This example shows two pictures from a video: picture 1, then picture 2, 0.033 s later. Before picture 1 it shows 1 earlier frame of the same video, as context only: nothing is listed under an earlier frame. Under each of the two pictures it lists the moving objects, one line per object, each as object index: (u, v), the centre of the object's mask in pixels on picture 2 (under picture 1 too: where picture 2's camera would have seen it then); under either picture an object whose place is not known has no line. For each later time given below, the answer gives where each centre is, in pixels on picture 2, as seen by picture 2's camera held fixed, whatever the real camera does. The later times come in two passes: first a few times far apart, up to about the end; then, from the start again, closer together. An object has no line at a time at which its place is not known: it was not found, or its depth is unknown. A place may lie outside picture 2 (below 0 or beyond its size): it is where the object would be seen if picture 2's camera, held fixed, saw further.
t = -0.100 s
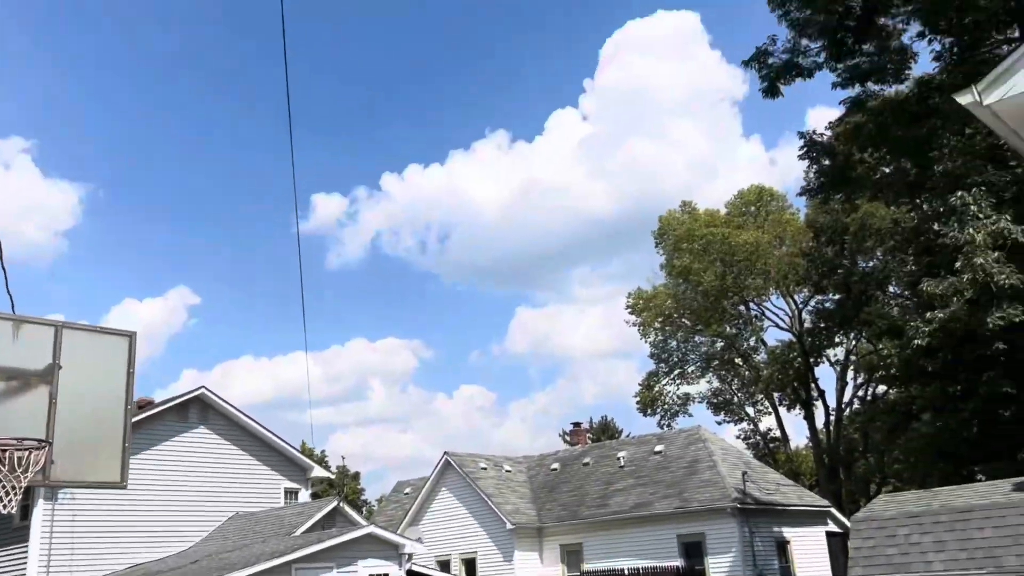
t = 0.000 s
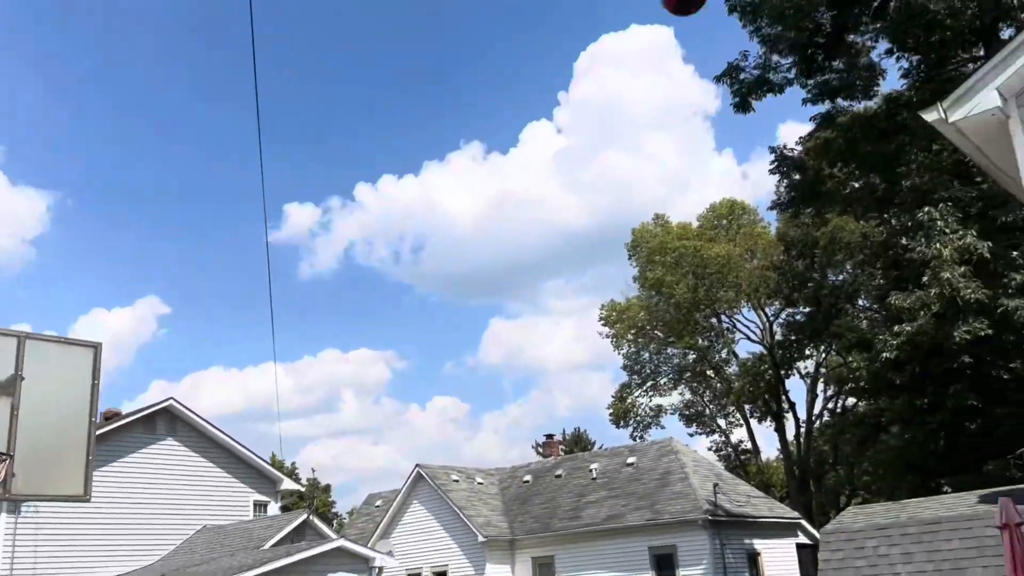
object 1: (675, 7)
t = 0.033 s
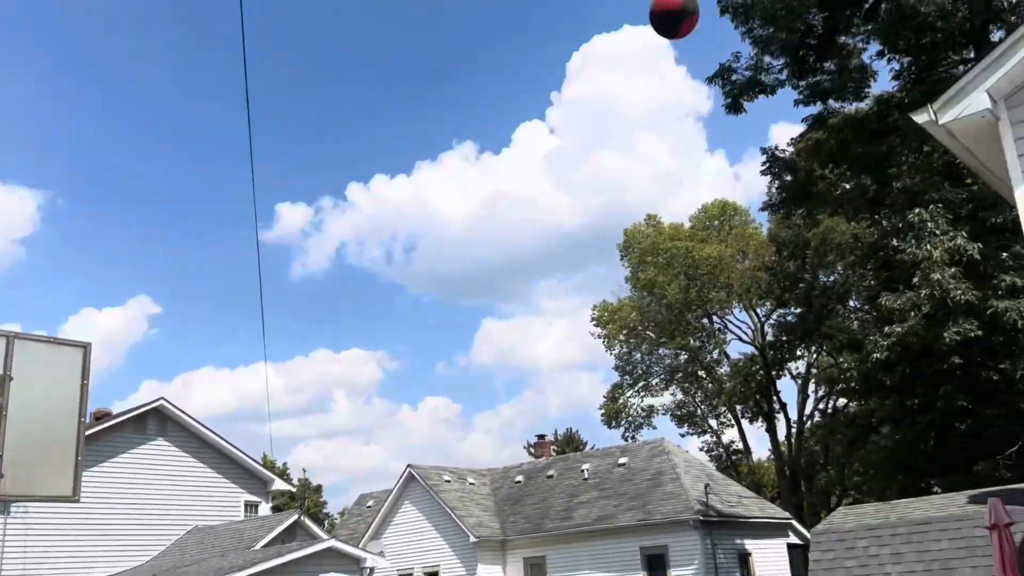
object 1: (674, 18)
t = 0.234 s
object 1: (668, 186)
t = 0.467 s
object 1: (673, 473)
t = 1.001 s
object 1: (727, 564)
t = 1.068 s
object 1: (737, 500)
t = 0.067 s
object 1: (673, 38)
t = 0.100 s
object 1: (672, 64)
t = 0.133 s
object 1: (671, 92)
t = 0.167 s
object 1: (670, 121)
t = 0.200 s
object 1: (669, 153)
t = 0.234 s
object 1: (668, 186)
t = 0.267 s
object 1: (668, 221)
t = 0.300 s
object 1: (668, 259)
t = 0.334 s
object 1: (670, 297)
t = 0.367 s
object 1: (670, 338)
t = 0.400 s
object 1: (669, 380)
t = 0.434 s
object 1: (671, 425)
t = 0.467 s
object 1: (673, 473)
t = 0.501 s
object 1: (675, 524)
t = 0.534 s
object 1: (673, 573)
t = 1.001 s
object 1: (727, 564)
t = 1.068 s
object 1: (737, 500)
